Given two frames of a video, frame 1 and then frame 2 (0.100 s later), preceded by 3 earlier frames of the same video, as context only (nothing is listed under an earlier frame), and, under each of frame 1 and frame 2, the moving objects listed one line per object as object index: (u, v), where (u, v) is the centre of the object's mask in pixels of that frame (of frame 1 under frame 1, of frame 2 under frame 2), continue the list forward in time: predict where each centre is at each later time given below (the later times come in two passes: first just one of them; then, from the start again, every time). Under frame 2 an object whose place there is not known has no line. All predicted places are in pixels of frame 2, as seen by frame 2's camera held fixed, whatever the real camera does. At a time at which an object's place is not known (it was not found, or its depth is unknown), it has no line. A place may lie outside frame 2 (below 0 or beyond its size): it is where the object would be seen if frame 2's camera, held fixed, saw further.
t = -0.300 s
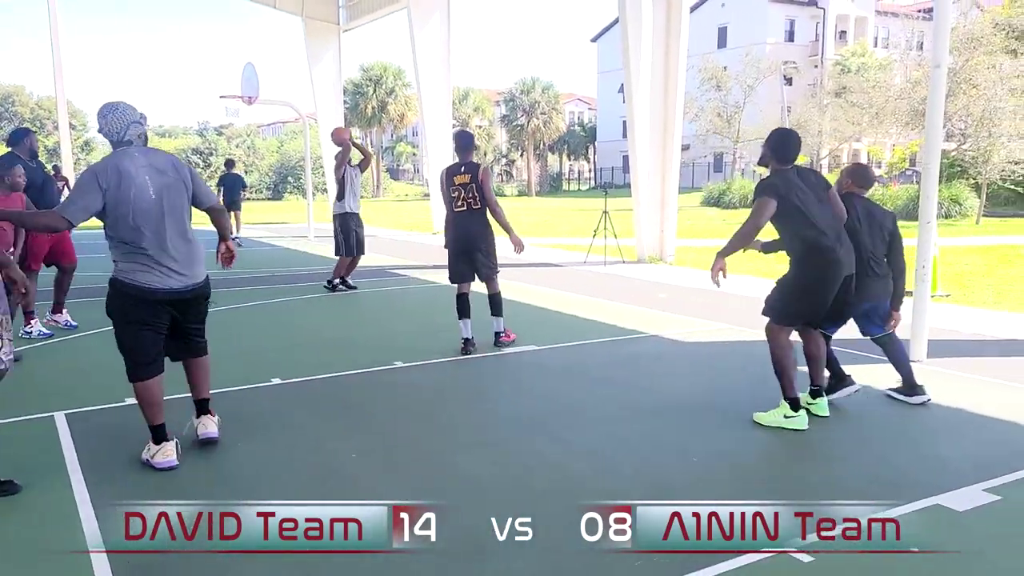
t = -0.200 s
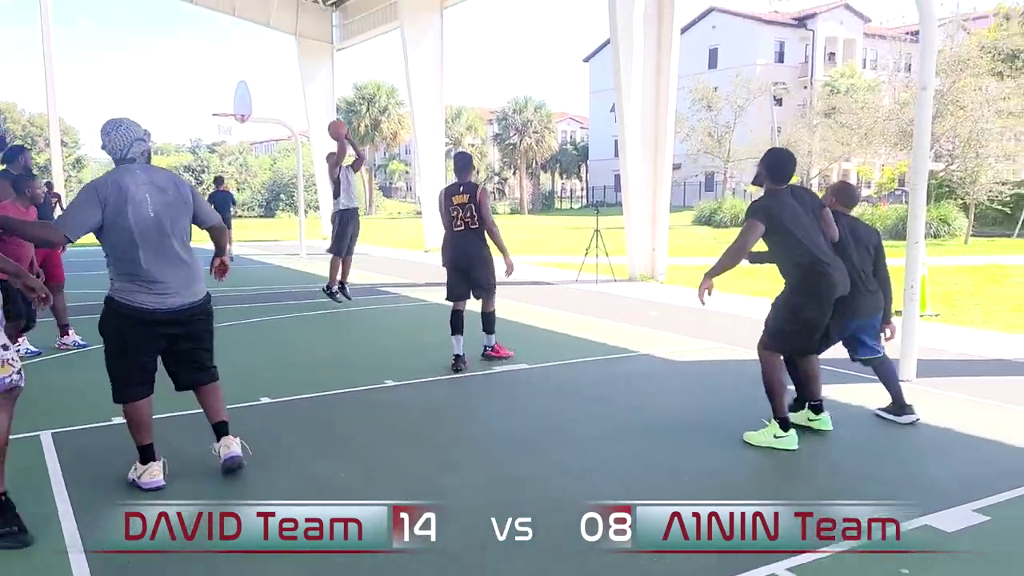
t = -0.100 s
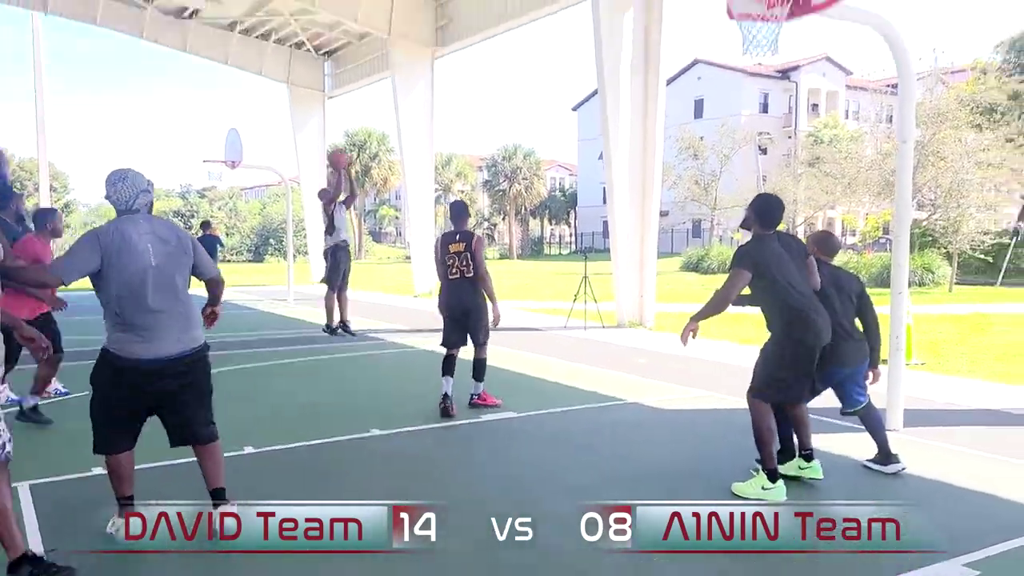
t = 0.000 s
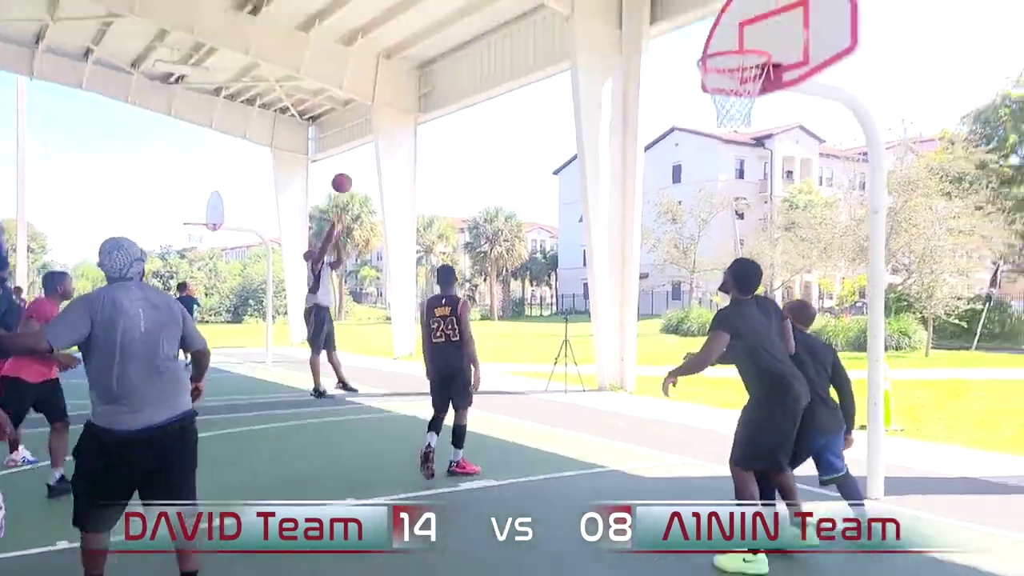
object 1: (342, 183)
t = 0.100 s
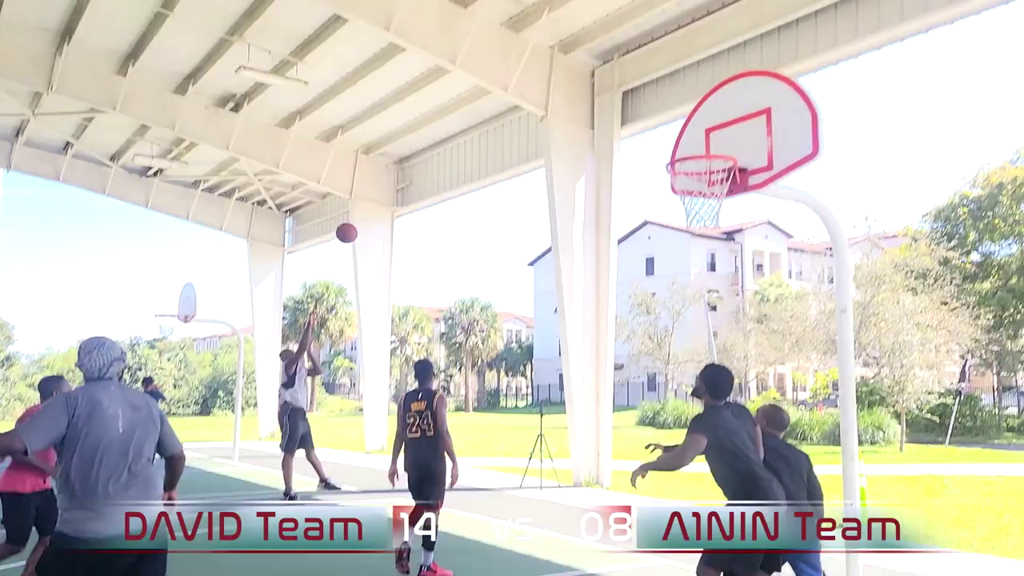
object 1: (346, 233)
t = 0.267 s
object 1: (398, 181)
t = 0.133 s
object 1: (356, 221)
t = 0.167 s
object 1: (366, 209)
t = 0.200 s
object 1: (376, 199)
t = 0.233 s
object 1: (387, 190)
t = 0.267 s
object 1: (398, 181)
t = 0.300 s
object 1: (409, 172)
